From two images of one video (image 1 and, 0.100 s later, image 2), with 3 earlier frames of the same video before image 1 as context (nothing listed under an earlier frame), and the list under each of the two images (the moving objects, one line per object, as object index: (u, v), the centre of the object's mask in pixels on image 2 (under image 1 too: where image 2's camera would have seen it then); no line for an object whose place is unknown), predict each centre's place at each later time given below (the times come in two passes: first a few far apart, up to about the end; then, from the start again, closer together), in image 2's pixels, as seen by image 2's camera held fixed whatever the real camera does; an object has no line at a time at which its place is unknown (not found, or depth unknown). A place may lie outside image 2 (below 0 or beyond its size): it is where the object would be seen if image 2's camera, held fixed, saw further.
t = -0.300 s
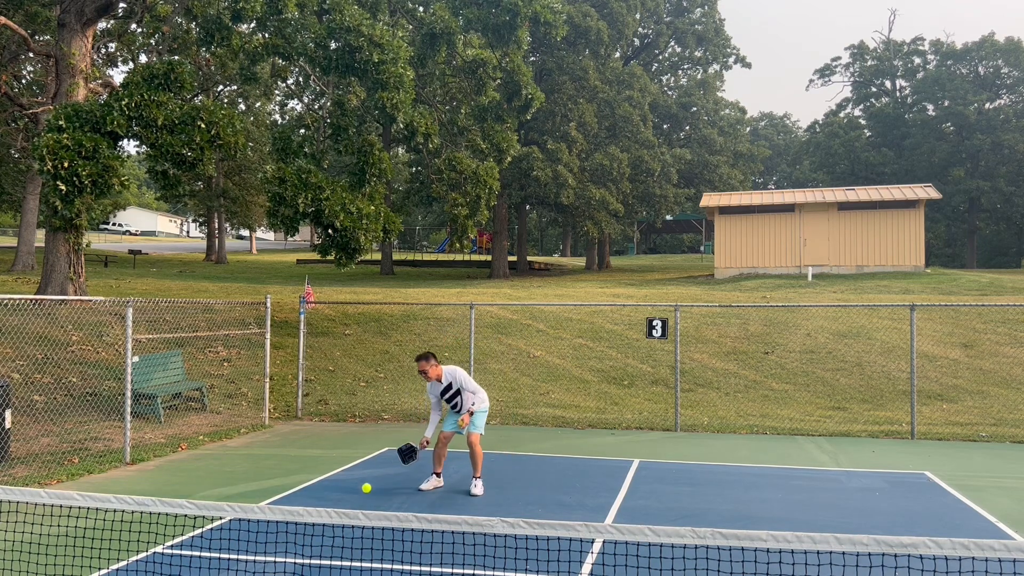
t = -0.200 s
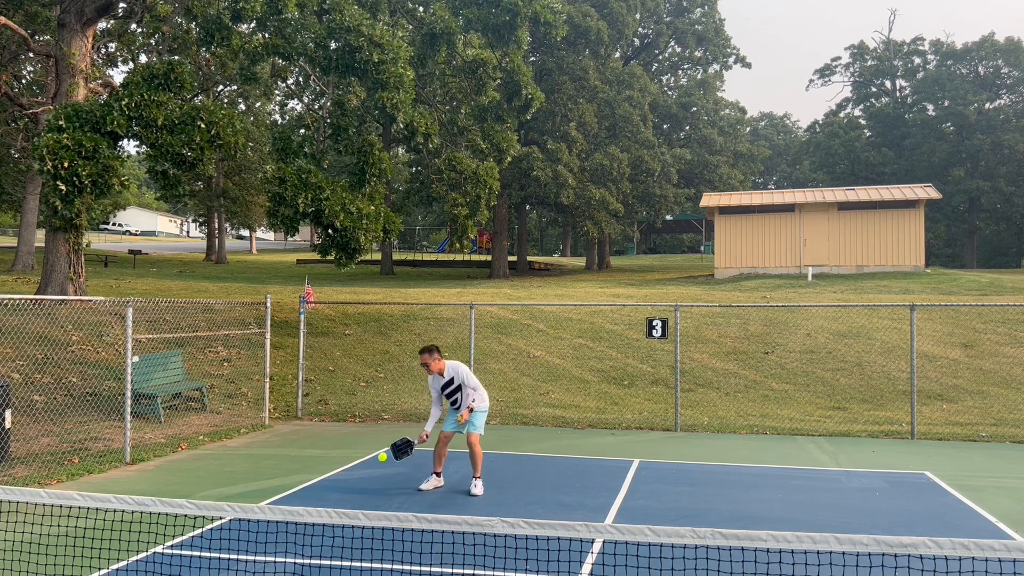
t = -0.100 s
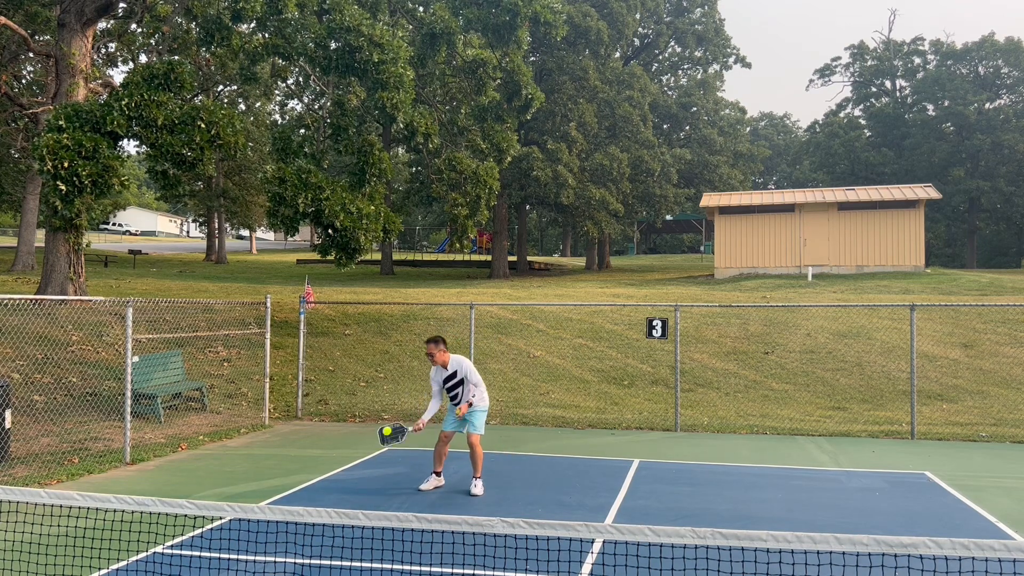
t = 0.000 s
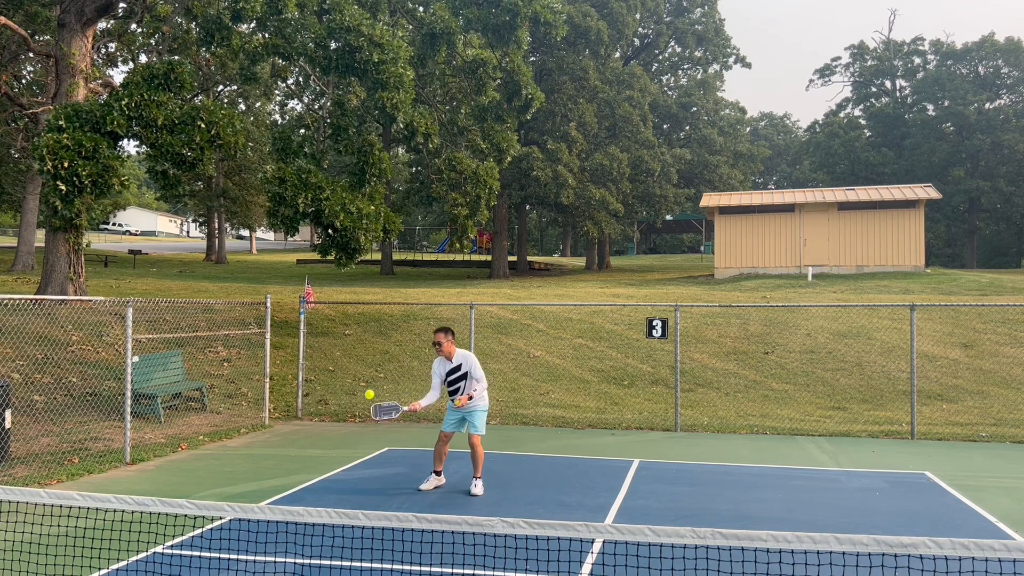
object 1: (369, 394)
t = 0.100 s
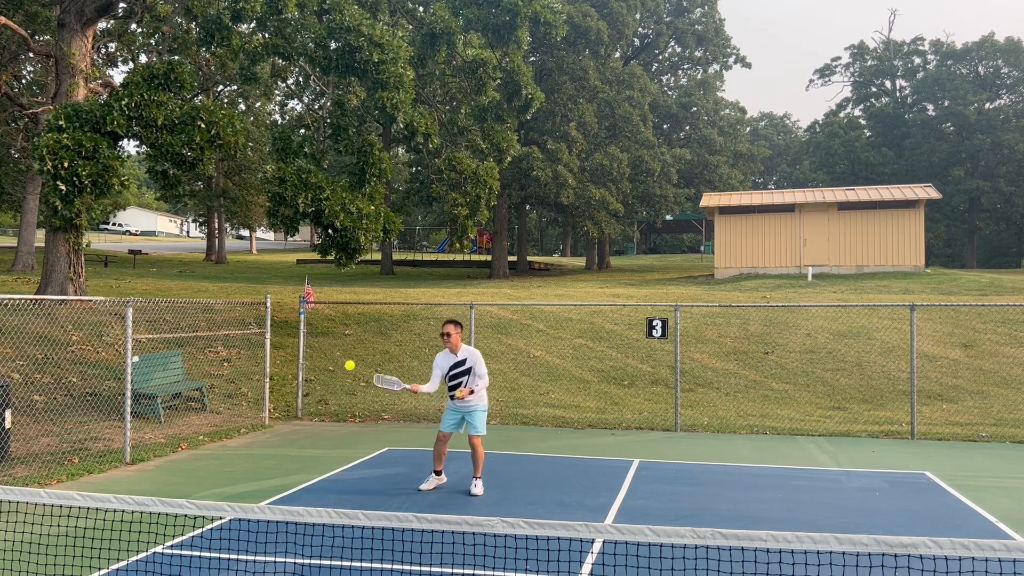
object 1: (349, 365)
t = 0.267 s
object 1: (311, 338)
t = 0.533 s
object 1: (226, 376)
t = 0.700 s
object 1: (148, 487)
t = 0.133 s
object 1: (342, 357)
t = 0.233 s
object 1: (319, 341)
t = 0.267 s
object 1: (311, 338)
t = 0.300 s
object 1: (302, 336)
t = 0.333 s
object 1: (293, 336)
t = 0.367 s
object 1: (283, 338)
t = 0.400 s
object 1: (273, 341)
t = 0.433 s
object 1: (262, 347)
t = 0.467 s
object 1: (251, 354)
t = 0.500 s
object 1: (239, 364)
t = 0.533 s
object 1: (226, 376)
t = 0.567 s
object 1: (212, 392)
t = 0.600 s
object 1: (198, 410)
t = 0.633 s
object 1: (182, 432)
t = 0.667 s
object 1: (166, 458)
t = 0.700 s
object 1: (148, 487)
